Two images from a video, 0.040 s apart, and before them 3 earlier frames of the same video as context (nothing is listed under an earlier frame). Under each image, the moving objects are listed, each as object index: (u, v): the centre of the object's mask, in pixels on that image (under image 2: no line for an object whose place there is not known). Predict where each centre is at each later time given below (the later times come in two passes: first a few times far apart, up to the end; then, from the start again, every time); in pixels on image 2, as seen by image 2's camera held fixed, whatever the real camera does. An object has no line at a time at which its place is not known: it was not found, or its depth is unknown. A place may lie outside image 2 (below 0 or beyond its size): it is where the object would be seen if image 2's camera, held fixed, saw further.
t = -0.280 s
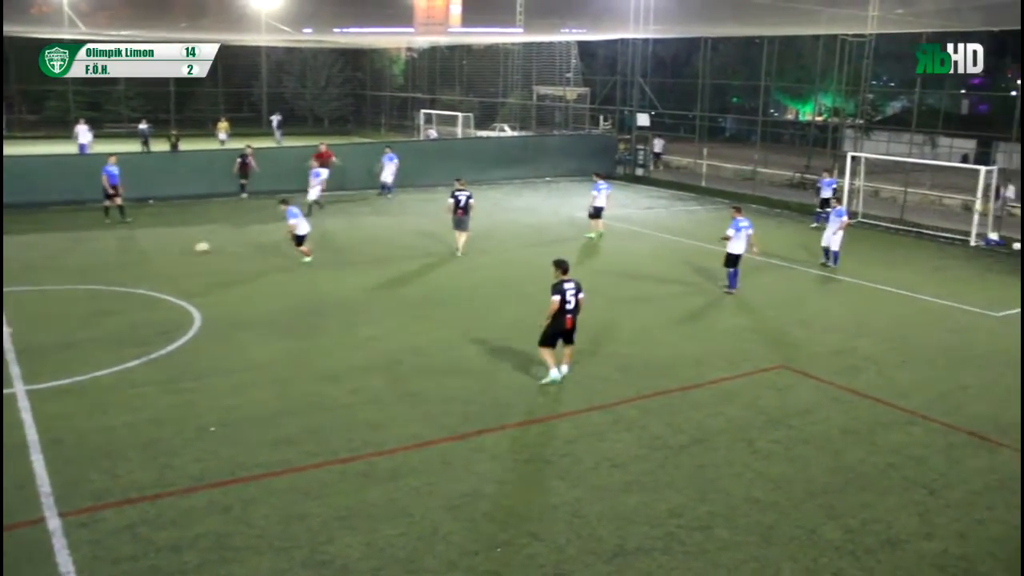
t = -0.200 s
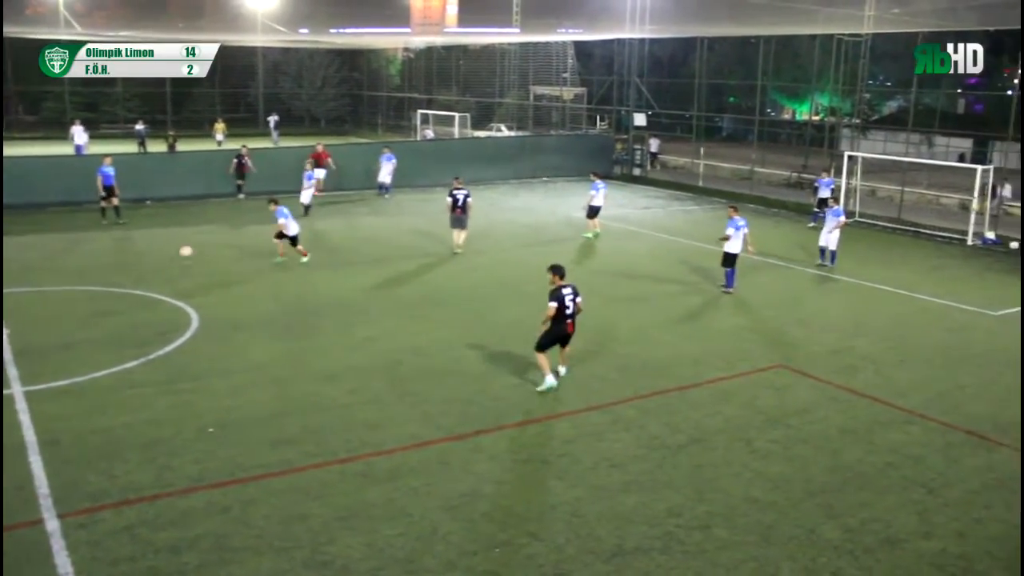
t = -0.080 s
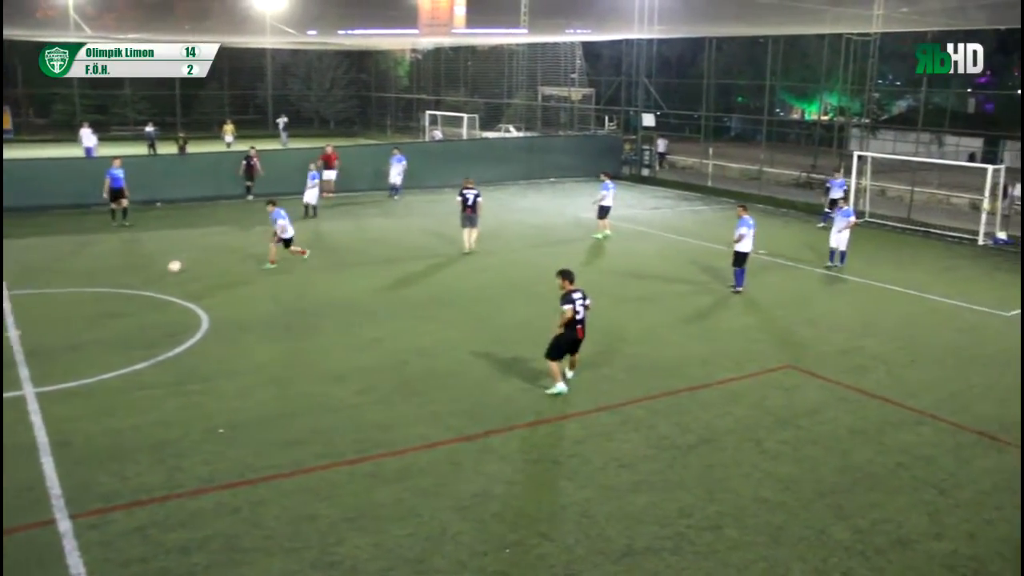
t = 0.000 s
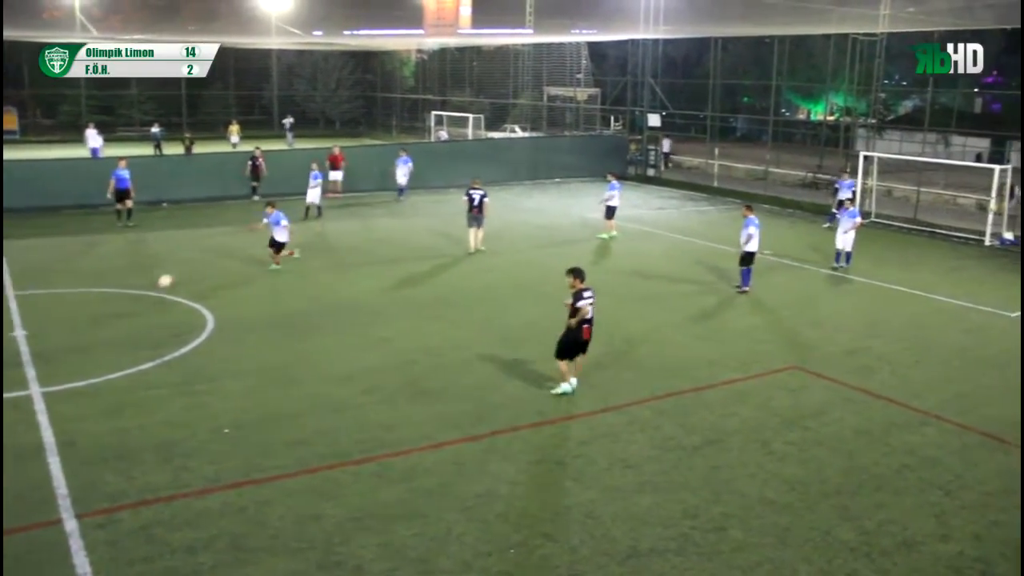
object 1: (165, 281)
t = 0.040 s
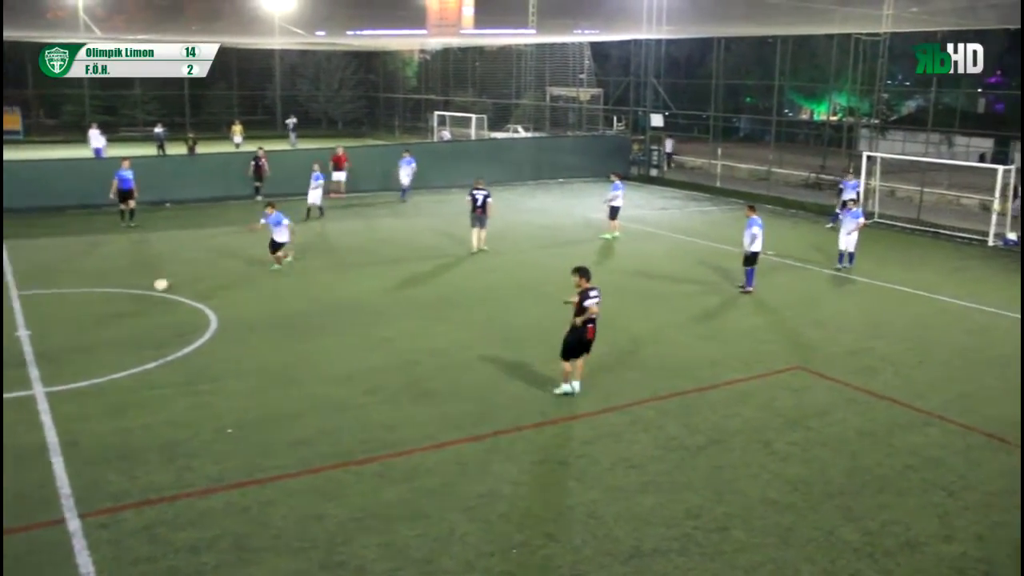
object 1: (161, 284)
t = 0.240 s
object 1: (119, 304)
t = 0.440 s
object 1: (68, 340)
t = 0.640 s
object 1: (1, 383)
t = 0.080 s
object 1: (153, 286)
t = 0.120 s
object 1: (144, 289)
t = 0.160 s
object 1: (136, 292)
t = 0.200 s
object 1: (127, 298)
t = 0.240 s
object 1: (119, 304)
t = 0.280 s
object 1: (109, 311)
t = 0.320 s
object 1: (101, 320)
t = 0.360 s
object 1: (90, 331)
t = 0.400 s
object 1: (80, 336)
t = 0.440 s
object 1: (68, 340)
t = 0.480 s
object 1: (56, 345)
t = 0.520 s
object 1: (44, 352)
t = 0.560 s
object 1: (30, 361)
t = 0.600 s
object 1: (15, 371)
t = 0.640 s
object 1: (1, 383)
